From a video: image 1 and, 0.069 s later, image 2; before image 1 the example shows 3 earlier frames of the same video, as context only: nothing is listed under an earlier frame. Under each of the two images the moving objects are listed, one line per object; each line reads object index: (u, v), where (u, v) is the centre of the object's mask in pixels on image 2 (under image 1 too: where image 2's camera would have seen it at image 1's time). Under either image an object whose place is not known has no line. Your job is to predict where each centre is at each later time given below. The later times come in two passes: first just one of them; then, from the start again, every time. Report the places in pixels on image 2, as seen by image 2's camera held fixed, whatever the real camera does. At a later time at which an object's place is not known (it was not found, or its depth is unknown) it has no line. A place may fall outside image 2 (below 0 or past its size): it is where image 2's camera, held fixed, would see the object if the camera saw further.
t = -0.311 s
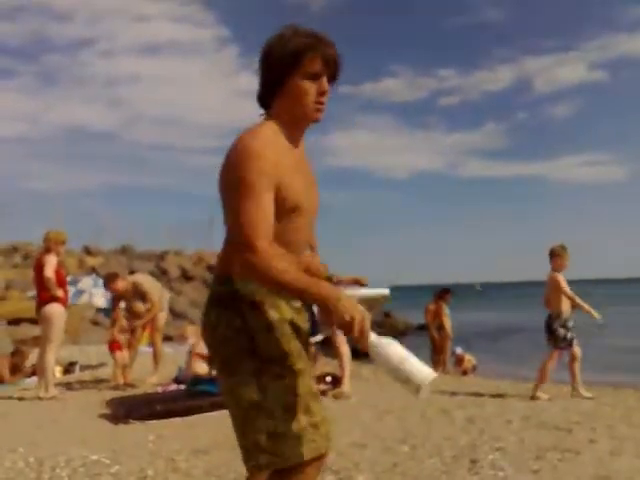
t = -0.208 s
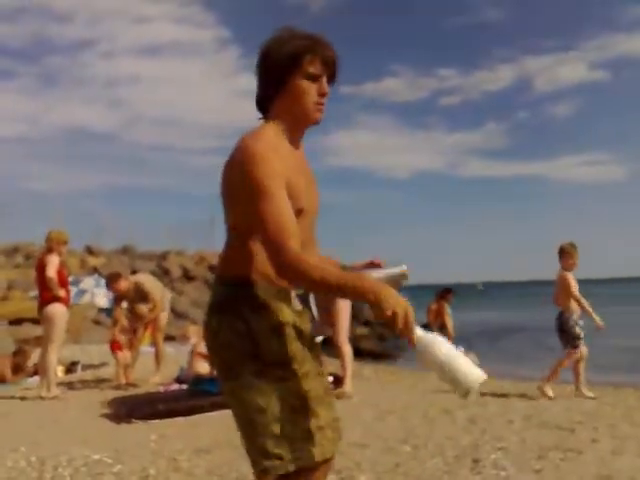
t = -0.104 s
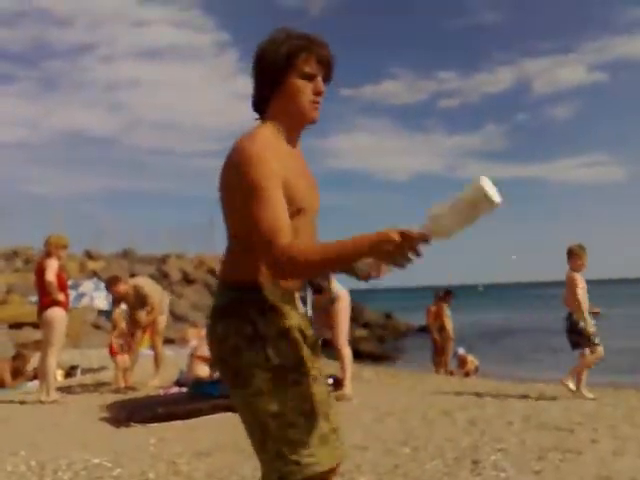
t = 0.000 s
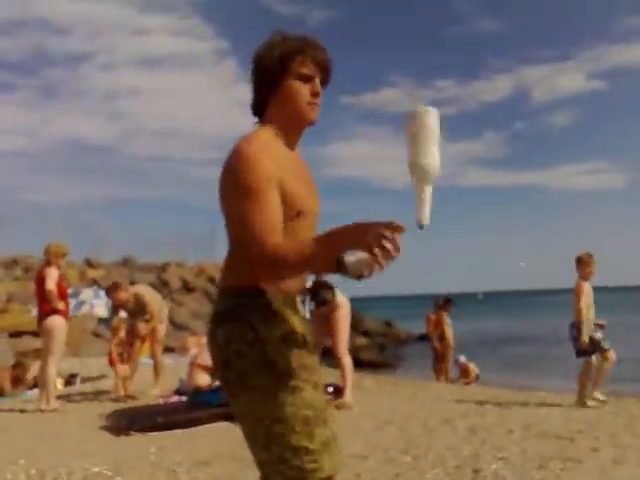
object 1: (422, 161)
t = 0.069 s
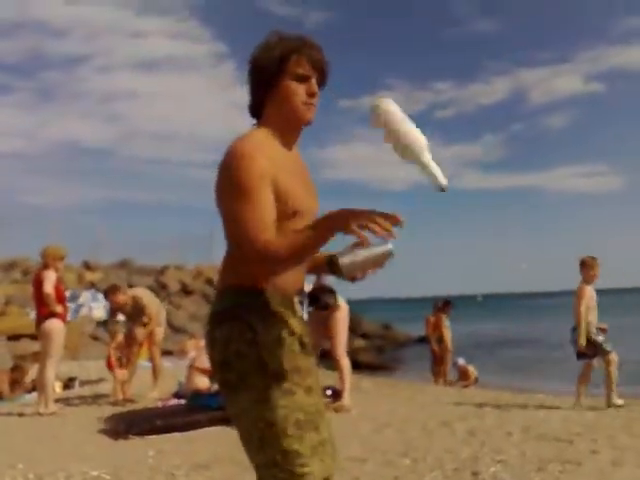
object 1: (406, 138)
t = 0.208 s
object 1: (380, 146)
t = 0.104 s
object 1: (397, 135)
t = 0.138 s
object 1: (391, 134)
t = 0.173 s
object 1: (385, 137)
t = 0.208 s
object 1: (380, 146)
